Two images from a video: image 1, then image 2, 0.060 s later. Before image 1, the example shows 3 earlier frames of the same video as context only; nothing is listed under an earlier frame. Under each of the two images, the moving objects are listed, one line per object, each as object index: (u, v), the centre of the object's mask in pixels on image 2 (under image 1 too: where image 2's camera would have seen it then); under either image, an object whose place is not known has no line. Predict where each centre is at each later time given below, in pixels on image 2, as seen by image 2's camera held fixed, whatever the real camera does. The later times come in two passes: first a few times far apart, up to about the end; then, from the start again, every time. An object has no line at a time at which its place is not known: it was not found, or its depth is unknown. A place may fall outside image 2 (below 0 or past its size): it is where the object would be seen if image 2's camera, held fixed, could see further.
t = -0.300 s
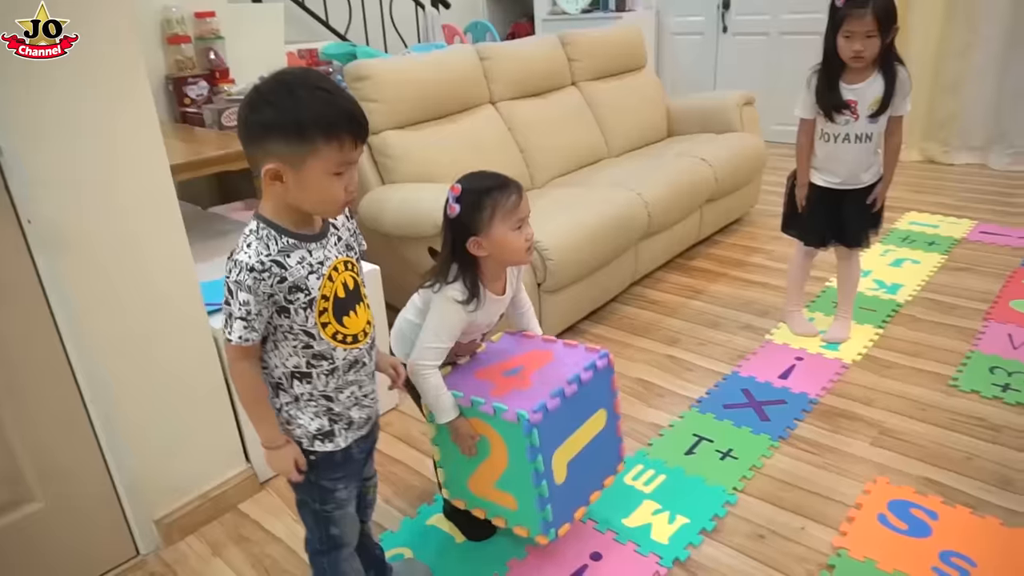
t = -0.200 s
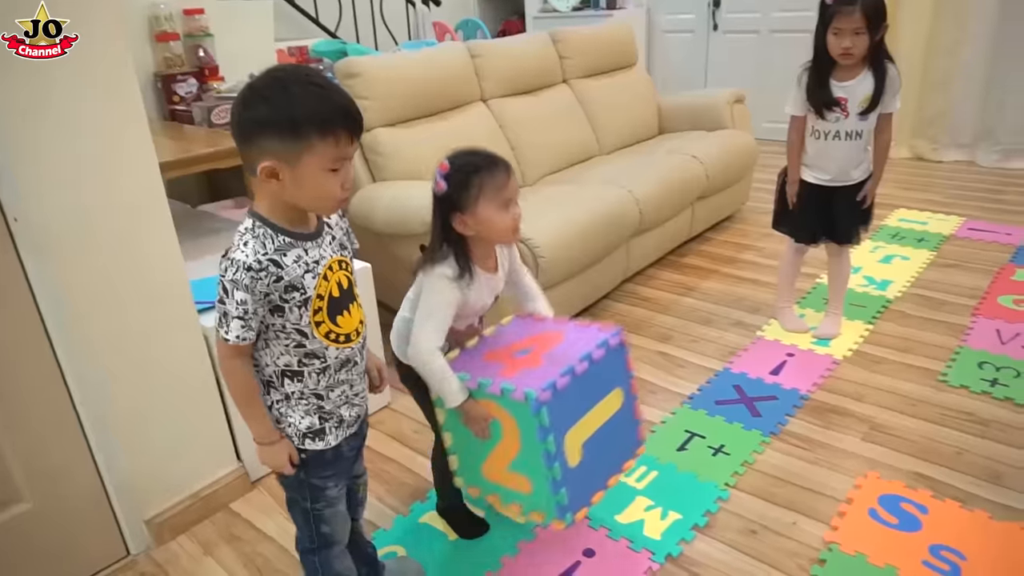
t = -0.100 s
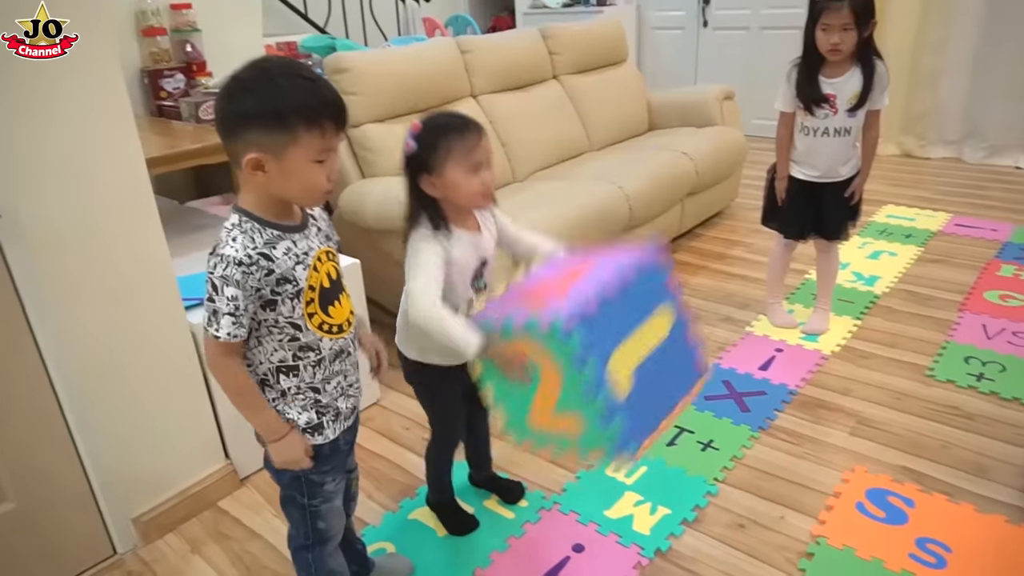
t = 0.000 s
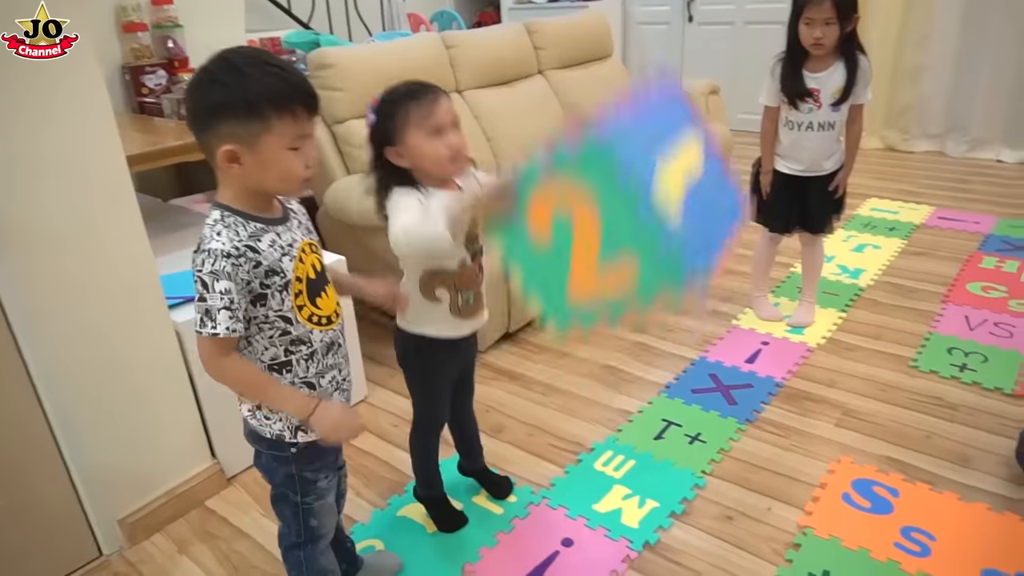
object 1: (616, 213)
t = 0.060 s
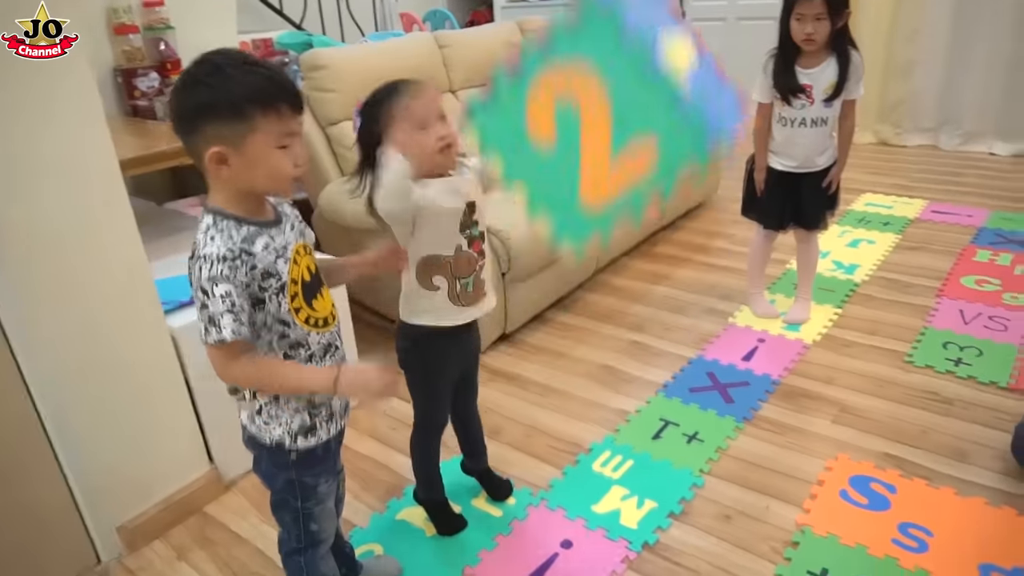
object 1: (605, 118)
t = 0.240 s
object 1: (614, -12)
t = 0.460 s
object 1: (655, -9)
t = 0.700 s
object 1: (689, 281)
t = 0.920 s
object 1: (721, 448)
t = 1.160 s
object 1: (798, 427)
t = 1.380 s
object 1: (817, 402)
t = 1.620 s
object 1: (839, 407)
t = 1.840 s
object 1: (839, 407)
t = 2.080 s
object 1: (839, 407)
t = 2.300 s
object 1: (839, 407)
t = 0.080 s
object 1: (601, 97)
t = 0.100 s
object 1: (602, 76)
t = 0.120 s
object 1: (608, 57)
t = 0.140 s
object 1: (611, 42)
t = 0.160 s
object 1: (614, 27)
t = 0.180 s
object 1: (614, 16)
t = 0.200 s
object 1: (614, 4)
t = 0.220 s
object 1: (614, -5)
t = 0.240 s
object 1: (614, -12)
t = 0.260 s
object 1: (615, -19)
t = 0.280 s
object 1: (617, -26)
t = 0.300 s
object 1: (619, -32)
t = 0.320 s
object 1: (622, -36)
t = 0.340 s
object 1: (625, -40)
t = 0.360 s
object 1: (627, -39)
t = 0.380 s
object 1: (631, -37)
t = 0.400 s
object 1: (638, -36)
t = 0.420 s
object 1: (643, -33)
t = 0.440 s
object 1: (649, -26)
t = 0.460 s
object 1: (655, -9)
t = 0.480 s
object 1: (660, 7)
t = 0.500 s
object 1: (665, 30)
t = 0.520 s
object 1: (670, 50)
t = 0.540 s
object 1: (674, 71)
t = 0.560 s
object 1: (676, 96)
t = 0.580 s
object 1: (677, 120)
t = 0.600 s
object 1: (681, 143)
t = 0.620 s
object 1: (682, 170)
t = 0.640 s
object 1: (685, 196)
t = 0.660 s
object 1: (690, 221)
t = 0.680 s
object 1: (692, 251)
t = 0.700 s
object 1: (689, 281)
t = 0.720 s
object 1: (691, 310)
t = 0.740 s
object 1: (691, 339)
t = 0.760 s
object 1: (688, 368)
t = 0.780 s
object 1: (691, 397)
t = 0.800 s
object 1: (693, 426)
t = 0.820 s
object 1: (696, 457)
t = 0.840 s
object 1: (698, 477)
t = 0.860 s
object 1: (700, 480)
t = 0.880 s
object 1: (707, 468)
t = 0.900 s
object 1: (715, 458)
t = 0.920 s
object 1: (721, 448)
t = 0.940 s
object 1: (727, 437)
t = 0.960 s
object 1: (733, 426)
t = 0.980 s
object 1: (739, 418)
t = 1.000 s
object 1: (746, 414)
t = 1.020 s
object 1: (755, 413)
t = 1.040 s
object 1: (762, 412)
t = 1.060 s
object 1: (768, 413)
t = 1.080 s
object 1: (776, 416)
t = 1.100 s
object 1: (783, 420)
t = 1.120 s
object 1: (790, 424)
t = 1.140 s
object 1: (794, 426)
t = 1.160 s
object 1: (798, 427)
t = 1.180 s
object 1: (801, 427)
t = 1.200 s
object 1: (803, 424)
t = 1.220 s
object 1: (803, 421)
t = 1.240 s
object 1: (804, 415)
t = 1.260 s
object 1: (806, 412)
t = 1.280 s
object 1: (808, 409)
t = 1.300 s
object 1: (810, 406)
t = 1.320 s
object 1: (811, 405)
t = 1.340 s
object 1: (812, 404)
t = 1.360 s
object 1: (814, 403)
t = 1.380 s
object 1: (817, 402)
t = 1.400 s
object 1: (820, 401)
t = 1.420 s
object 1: (823, 401)
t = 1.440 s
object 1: (826, 401)
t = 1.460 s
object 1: (829, 402)
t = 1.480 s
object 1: (831, 403)
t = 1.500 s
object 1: (833, 404)
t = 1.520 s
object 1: (835, 406)
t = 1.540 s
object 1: (836, 406)
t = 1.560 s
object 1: (837, 406)
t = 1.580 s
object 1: (838, 407)
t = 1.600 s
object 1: (839, 407)
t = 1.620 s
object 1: (839, 407)
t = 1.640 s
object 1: (839, 407)
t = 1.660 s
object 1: (839, 407)
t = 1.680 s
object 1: (839, 407)
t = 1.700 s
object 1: (839, 407)
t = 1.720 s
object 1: (839, 407)
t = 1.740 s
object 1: (839, 407)
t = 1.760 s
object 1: (839, 407)
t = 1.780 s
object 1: (839, 407)
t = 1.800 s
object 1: (839, 407)
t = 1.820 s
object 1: (839, 407)
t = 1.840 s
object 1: (839, 407)
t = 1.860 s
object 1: (839, 407)
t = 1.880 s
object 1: (839, 407)
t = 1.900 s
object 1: (839, 407)
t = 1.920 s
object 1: (839, 407)
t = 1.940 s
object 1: (839, 407)
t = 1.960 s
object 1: (839, 407)
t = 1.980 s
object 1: (839, 407)
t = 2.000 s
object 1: (839, 407)
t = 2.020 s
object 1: (839, 407)
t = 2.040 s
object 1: (839, 407)
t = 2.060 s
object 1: (839, 407)
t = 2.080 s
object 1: (839, 407)
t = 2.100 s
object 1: (839, 407)
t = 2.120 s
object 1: (839, 407)
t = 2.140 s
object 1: (839, 407)
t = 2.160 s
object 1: (839, 407)
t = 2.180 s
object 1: (839, 407)
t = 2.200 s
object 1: (839, 407)
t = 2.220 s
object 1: (839, 407)
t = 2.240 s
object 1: (839, 407)
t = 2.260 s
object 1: (839, 407)
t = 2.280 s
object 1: (839, 407)
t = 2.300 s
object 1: (839, 407)
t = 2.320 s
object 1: (839, 407)
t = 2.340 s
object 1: (839, 407)
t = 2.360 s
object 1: (839, 407)
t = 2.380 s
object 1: (839, 407)
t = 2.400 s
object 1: (839, 407)
